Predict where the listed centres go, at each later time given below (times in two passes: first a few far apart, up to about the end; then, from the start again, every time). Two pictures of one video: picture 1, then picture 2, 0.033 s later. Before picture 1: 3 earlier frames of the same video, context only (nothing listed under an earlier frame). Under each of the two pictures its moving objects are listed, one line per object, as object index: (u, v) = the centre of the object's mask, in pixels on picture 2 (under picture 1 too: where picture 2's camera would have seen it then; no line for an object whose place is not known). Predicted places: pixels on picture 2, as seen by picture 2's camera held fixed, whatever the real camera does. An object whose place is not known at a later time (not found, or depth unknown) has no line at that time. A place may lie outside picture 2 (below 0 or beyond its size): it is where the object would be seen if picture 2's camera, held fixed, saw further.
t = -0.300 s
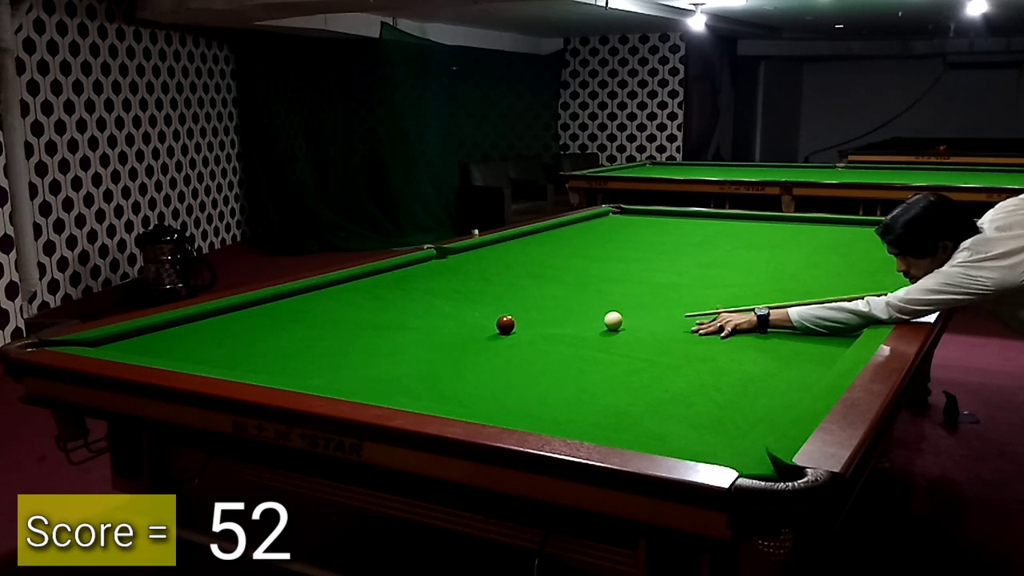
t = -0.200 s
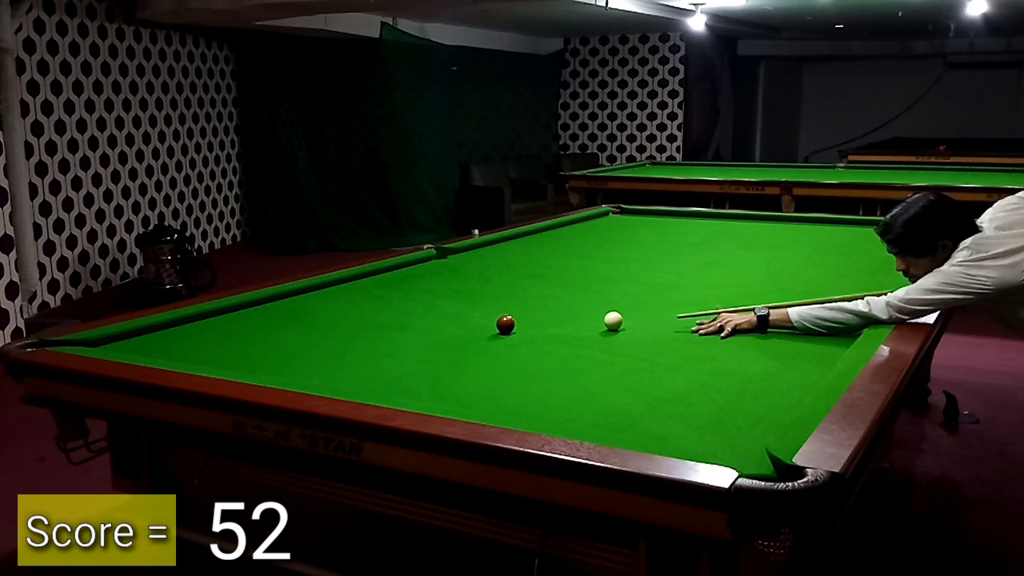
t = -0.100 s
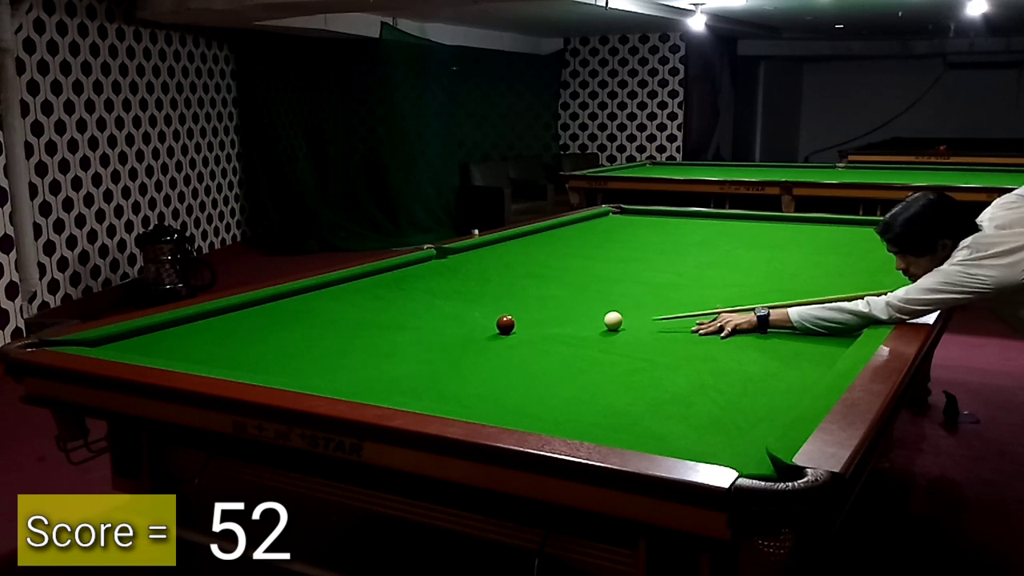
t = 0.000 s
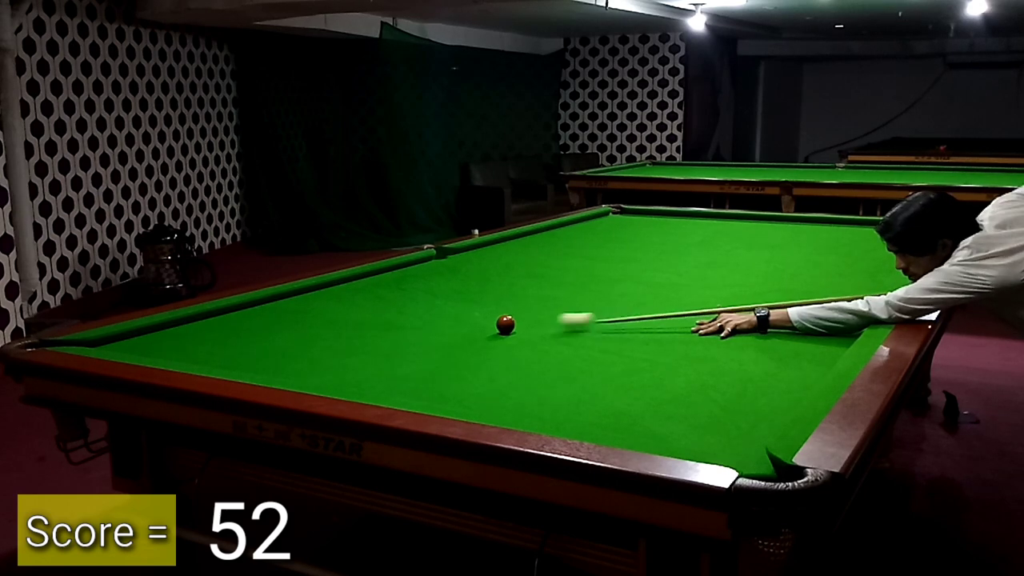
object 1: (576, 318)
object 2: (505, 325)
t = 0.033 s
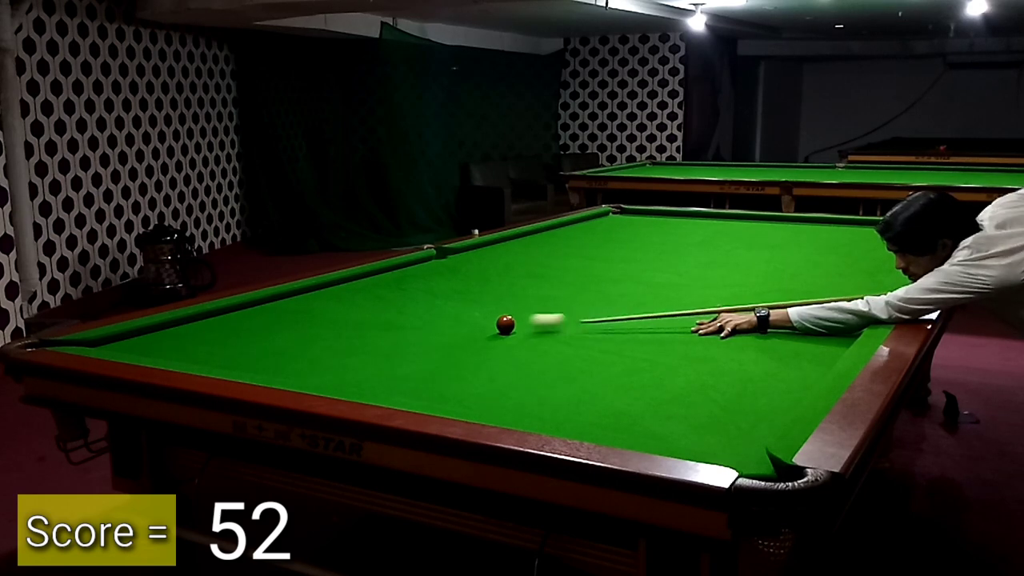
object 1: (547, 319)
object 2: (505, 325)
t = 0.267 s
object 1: (513, 321)
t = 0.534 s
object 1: (502, 319)
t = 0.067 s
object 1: (524, 322)
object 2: (501, 325)
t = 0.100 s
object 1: (521, 323)
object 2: (475, 327)
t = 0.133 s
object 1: (520, 322)
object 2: (448, 328)
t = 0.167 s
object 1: (518, 322)
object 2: (424, 329)
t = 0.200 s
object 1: (516, 322)
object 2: (401, 330)
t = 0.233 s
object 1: (515, 321)
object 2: (379, 331)
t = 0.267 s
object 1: (513, 321)
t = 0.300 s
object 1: (512, 321)
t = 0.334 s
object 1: (510, 321)
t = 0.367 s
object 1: (509, 320)
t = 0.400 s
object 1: (507, 320)
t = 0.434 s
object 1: (506, 319)
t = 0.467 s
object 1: (505, 319)
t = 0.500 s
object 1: (503, 319)
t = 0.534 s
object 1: (502, 319)
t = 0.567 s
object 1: (500, 319)
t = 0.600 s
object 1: (499, 319)
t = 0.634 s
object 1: (498, 319)
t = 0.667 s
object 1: (497, 318)
